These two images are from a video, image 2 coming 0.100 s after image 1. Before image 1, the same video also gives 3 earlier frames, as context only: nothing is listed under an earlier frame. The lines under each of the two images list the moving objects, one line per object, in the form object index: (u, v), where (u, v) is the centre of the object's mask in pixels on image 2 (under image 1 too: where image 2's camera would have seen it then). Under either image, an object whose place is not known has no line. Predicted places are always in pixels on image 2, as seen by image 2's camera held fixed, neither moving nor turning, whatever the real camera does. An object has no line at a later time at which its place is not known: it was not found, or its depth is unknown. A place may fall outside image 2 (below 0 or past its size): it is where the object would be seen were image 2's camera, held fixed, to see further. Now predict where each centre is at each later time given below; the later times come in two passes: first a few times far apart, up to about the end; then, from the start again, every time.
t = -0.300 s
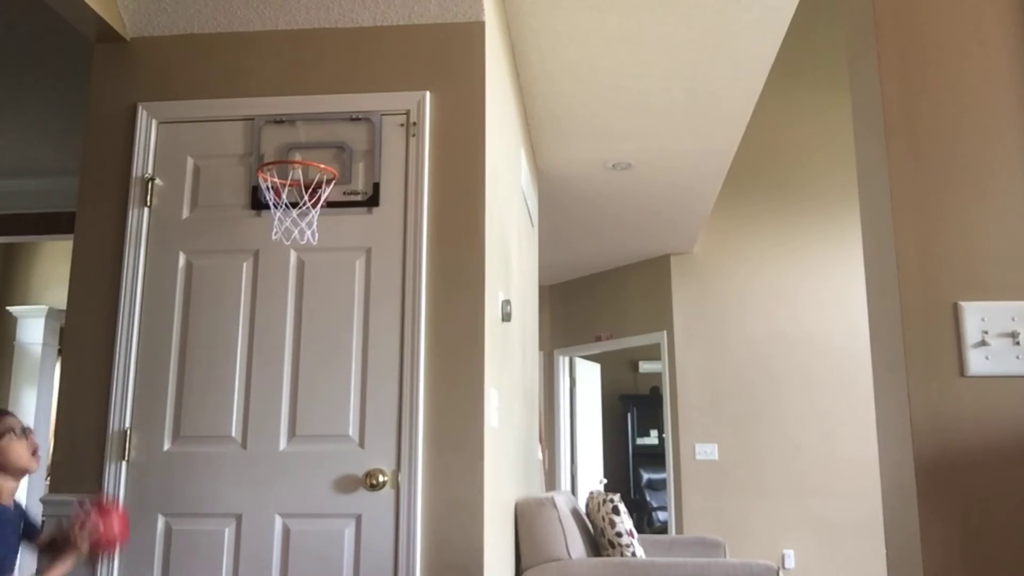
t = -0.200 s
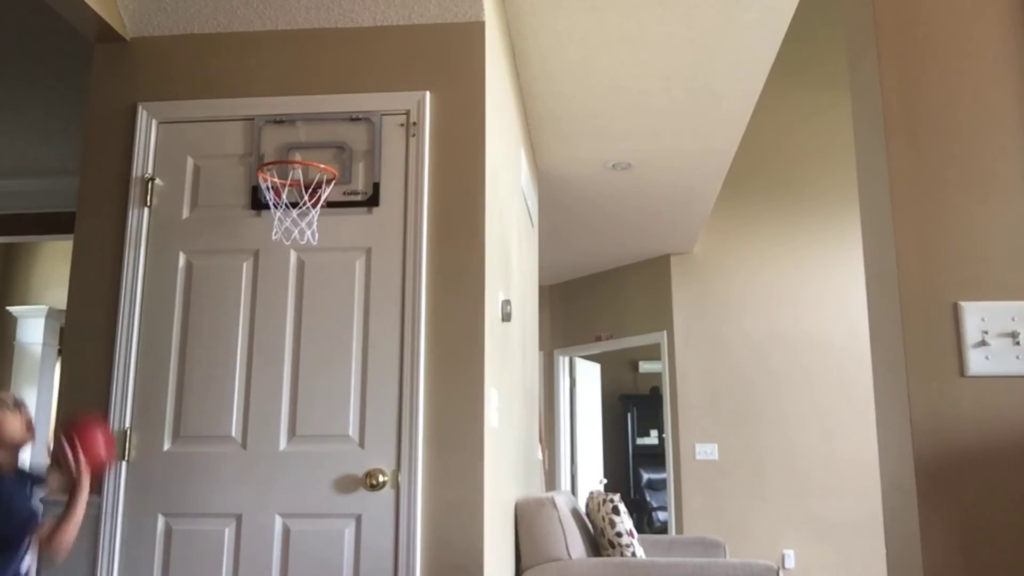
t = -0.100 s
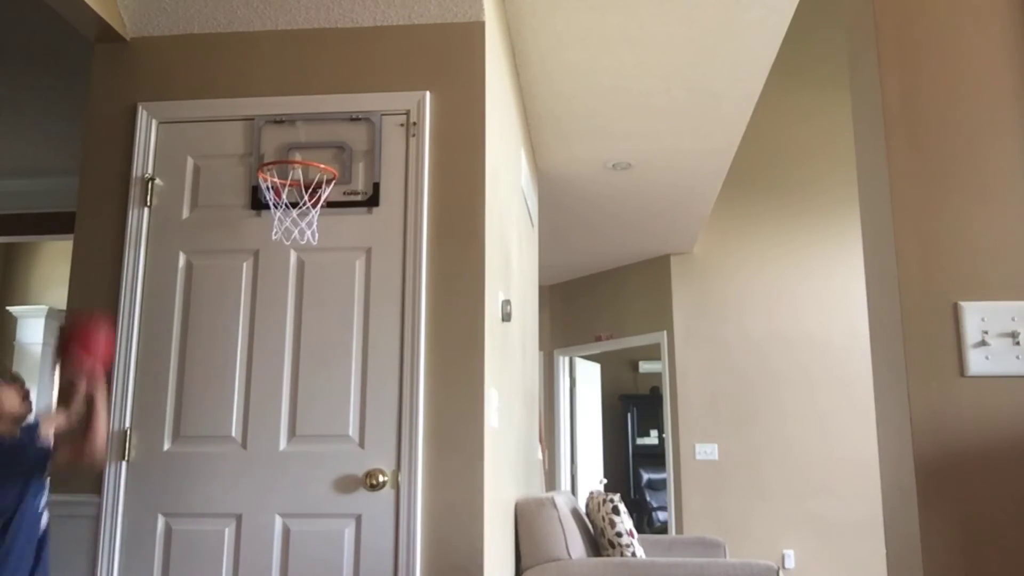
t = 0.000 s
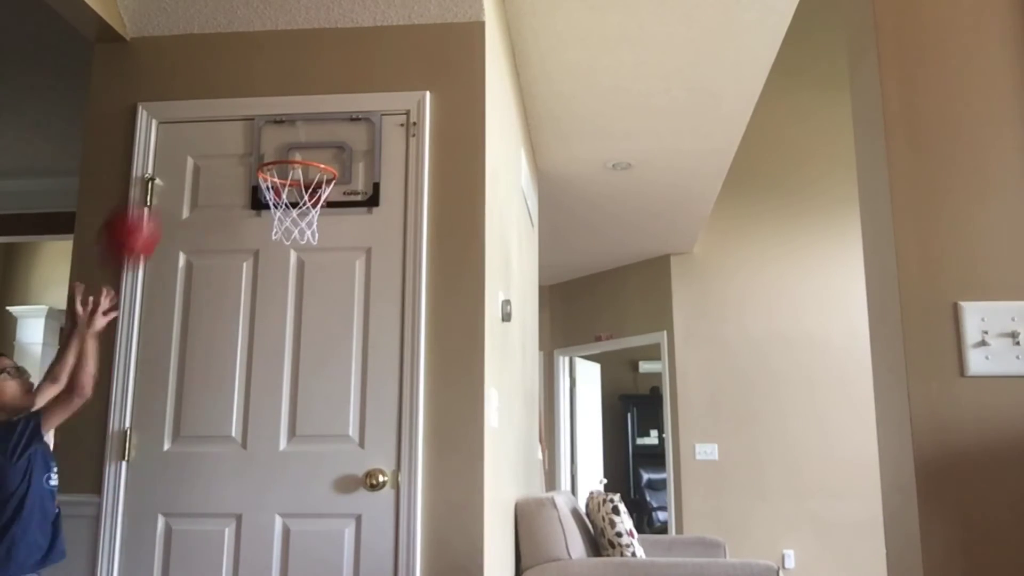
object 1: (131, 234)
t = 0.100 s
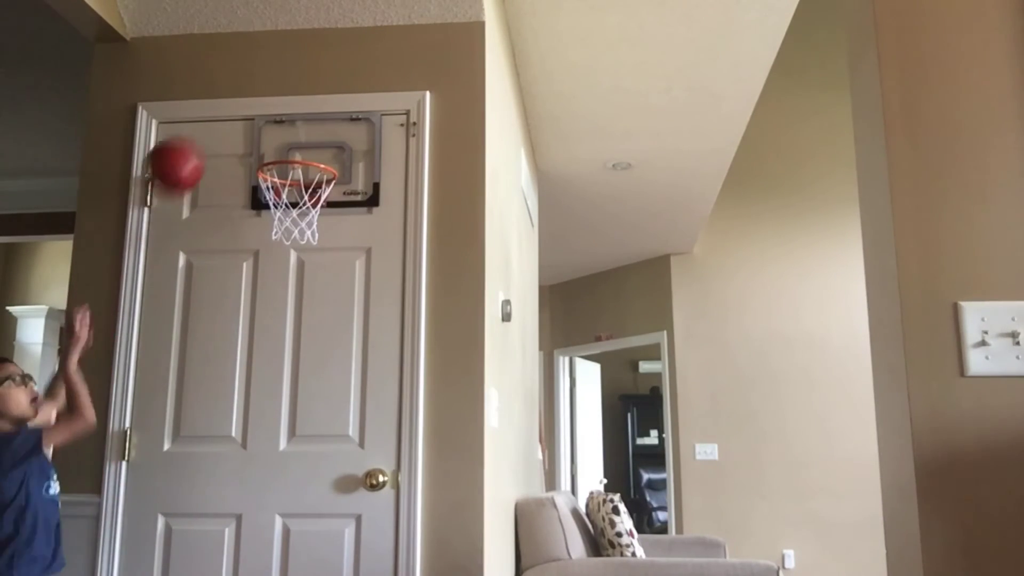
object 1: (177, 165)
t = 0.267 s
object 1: (237, 131)
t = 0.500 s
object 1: (297, 158)
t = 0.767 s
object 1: (285, 216)
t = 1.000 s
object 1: (277, 346)
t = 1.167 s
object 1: (263, 554)
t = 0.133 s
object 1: (189, 151)
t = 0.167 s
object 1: (201, 141)
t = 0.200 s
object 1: (214, 134)
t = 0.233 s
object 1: (226, 131)
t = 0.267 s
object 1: (237, 131)
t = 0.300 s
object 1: (248, 134)
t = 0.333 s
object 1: (259, 141)
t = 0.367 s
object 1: (266, 145)
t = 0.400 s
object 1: (272, 147)
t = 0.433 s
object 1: (279, 150)
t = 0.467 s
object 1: (289, 149)
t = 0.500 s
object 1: (297, 158)
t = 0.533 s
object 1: (307, 155)
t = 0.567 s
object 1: (307, 176)
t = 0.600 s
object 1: (305, 181)
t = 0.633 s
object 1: (301, 186)
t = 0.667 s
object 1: (298, 192)
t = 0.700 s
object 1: (294, 199)
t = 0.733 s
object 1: (289, 207)
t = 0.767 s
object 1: (285, 216)
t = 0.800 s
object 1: (283, 226)
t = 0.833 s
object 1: (283, 239)
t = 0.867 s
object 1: (281, 250)
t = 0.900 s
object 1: (280, 266)
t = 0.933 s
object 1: (280, 289)
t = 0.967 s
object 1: (278, 315)
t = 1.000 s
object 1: (277, 346)
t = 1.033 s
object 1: (275, 380)
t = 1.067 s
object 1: (271, 419)
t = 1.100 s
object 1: (268, 466)
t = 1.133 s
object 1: (264, 512)
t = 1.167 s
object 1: (263, 554)
